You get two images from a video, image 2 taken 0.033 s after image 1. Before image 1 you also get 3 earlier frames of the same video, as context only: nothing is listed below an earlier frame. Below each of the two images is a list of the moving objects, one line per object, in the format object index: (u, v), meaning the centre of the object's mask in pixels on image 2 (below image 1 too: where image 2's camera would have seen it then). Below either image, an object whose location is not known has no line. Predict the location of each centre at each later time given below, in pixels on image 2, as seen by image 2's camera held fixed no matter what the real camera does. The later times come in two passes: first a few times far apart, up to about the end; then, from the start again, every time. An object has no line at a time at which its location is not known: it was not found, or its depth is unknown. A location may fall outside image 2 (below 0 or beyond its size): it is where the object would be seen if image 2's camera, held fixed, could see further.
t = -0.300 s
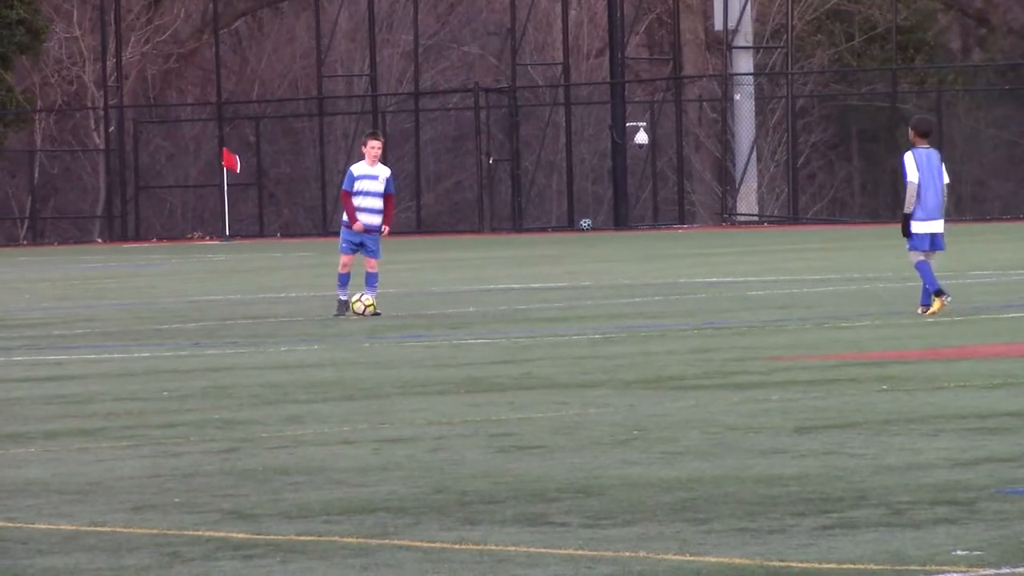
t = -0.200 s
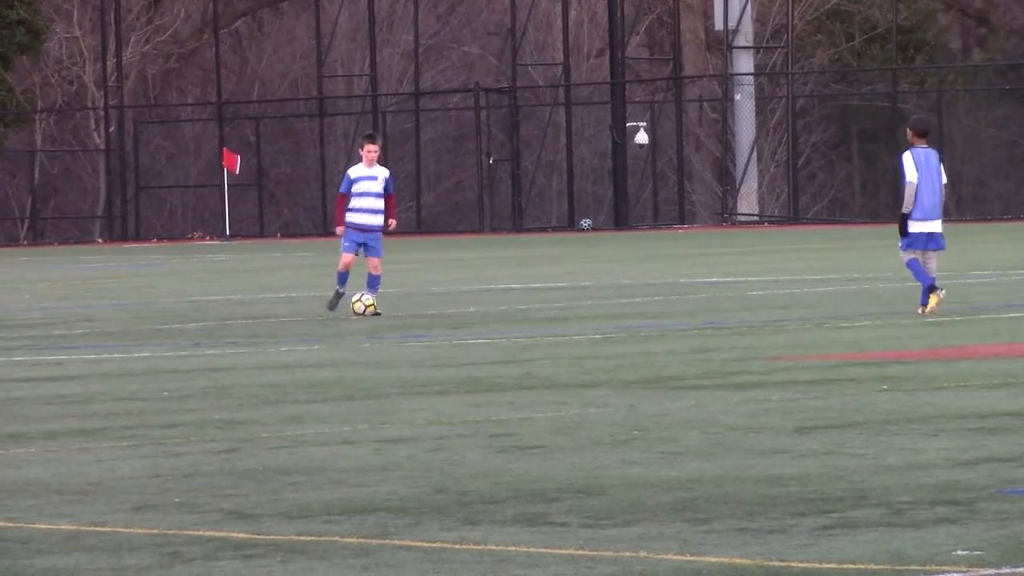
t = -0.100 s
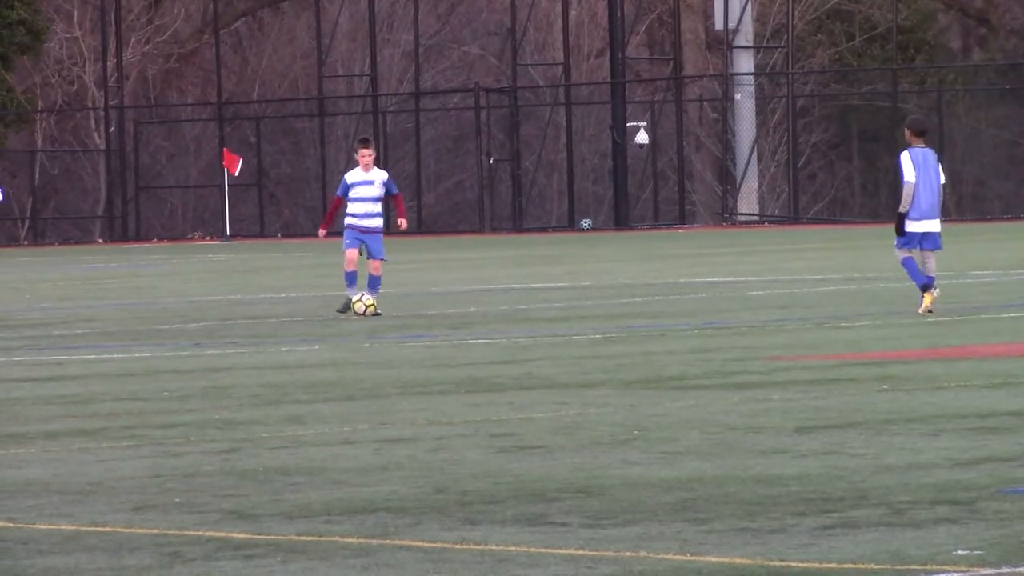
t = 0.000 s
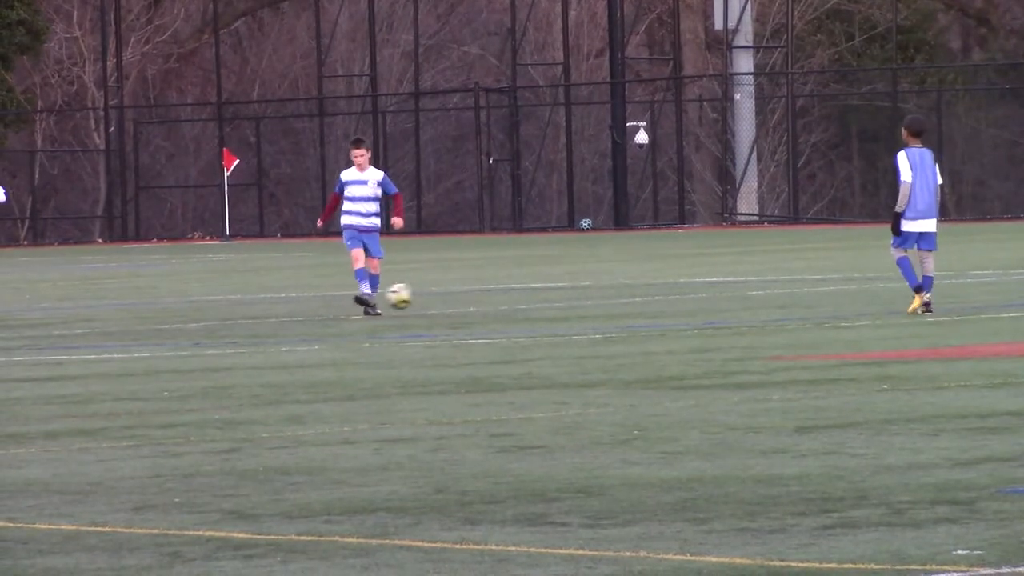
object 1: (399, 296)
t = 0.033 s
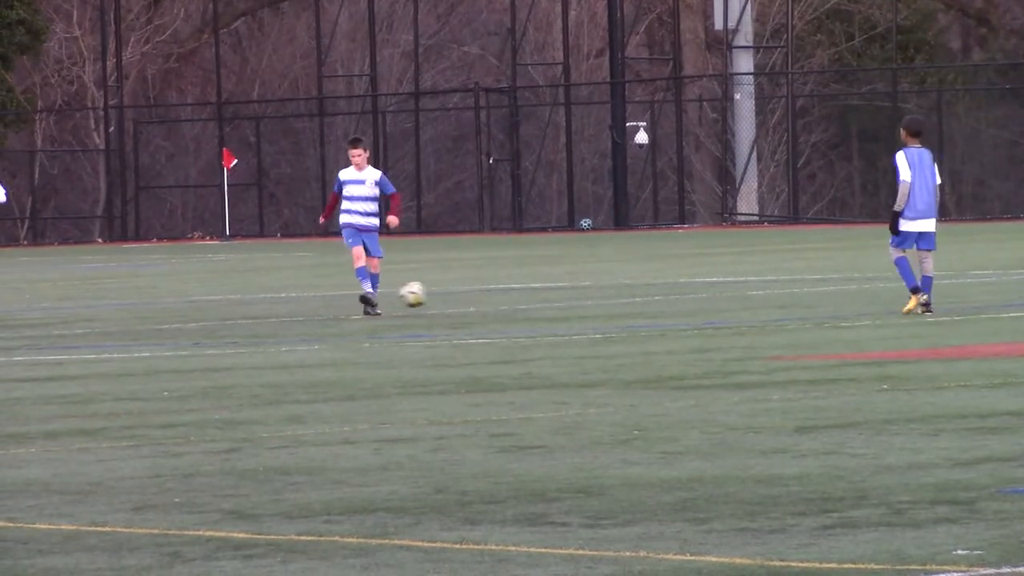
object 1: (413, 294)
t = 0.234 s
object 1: (499, 300)
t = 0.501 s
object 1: (587, 296)
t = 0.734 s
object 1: (658, 300)
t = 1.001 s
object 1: (739, 297)
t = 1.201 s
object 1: (802, 297)
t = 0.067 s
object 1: (427, 294)
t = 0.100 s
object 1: (442, 295)
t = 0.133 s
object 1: (457, 297)
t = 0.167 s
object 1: (472, 300)
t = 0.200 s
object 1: (487, 304)
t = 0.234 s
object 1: (499, 300)
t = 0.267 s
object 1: (510, 296)
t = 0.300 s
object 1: (522, 296)
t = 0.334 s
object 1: (532, 296)
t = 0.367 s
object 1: (544, 297)
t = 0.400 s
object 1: (557, 299)
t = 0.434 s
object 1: (568, 302)
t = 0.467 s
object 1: (577, 299)
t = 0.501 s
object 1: (587, 296)
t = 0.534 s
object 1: (598, 295)
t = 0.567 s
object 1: (607, 295)
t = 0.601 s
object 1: (618, 296)
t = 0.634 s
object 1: (627, 299)
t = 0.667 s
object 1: (638, 300)
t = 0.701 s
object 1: (648, 299)
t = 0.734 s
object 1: (658, 300)
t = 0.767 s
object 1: (669, 299)
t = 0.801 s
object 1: (678, 297)
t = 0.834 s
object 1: (689, 298)
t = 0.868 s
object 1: (699, 299)
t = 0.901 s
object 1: (710, 298)
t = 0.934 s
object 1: (719, 296)
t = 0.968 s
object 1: (729, 296)
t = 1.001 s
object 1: (739, 297)
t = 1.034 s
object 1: (750, 297)
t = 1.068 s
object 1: (760, 297)
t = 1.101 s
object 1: (771, 297)
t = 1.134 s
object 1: (780, 297)
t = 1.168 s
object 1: (791, 297)
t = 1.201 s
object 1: (802, 297)
